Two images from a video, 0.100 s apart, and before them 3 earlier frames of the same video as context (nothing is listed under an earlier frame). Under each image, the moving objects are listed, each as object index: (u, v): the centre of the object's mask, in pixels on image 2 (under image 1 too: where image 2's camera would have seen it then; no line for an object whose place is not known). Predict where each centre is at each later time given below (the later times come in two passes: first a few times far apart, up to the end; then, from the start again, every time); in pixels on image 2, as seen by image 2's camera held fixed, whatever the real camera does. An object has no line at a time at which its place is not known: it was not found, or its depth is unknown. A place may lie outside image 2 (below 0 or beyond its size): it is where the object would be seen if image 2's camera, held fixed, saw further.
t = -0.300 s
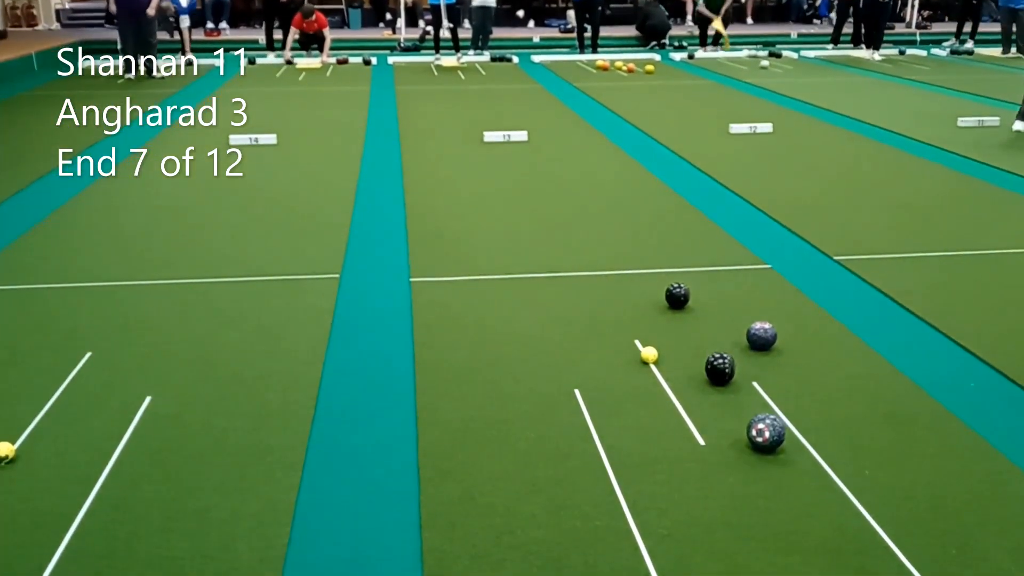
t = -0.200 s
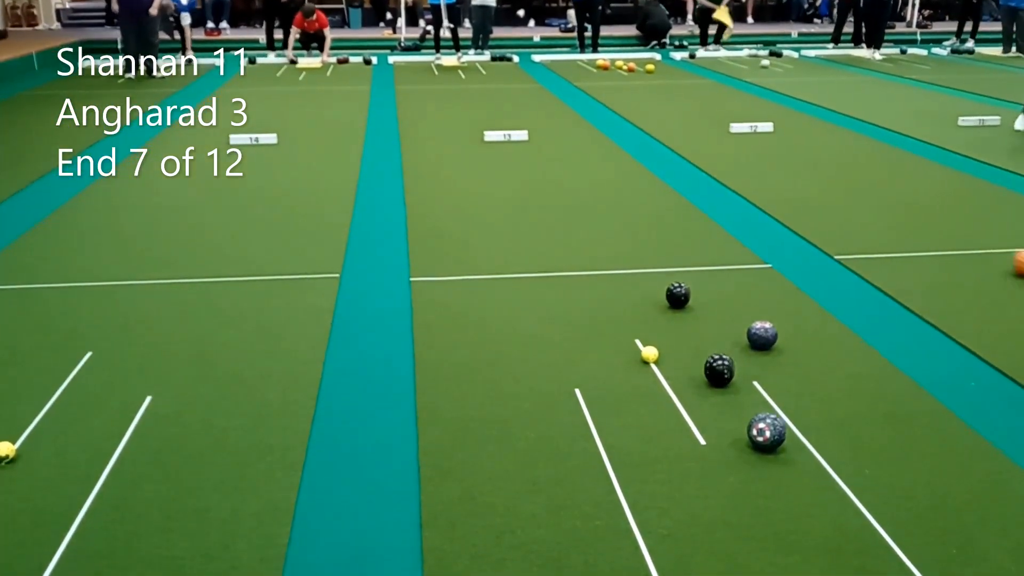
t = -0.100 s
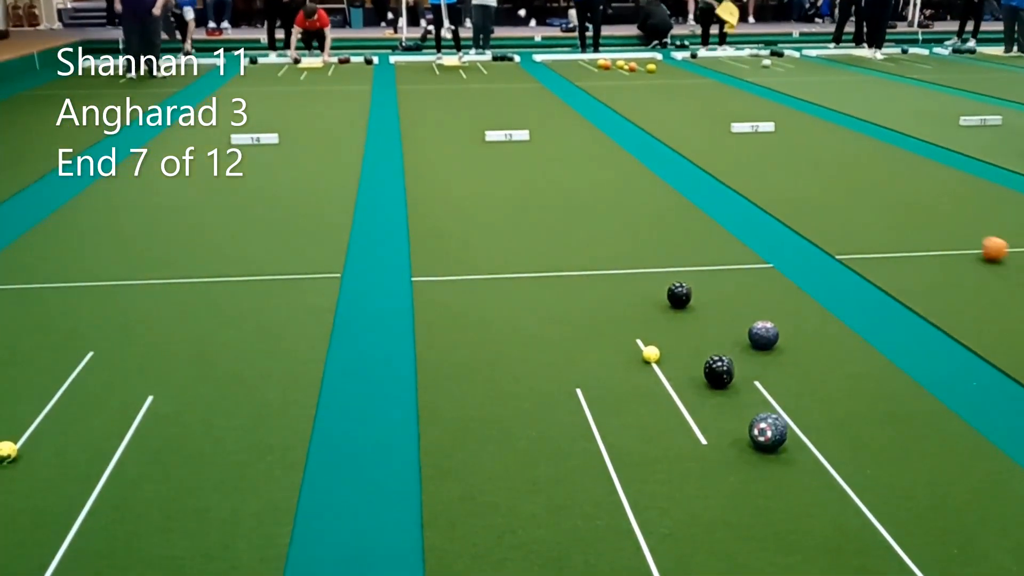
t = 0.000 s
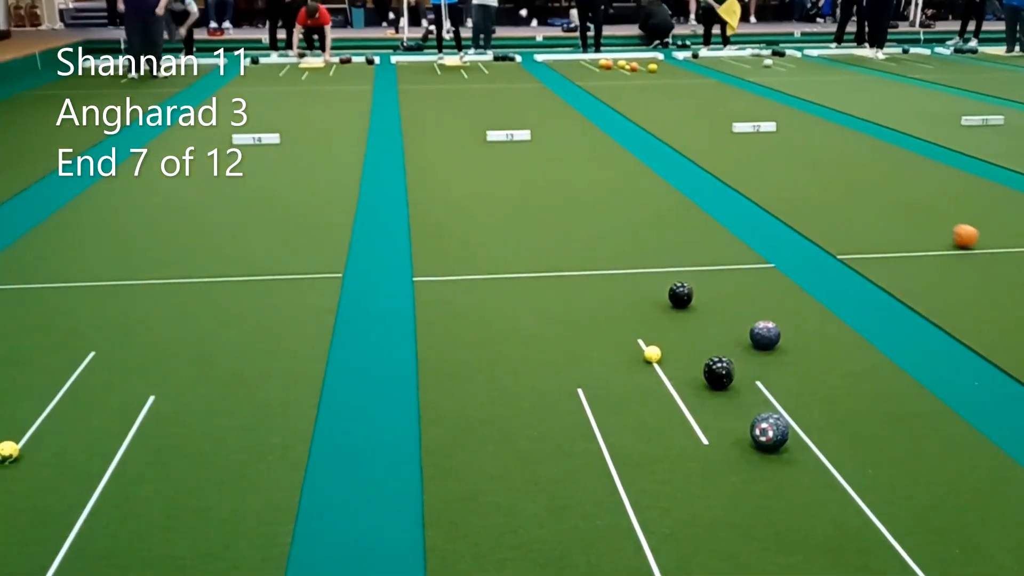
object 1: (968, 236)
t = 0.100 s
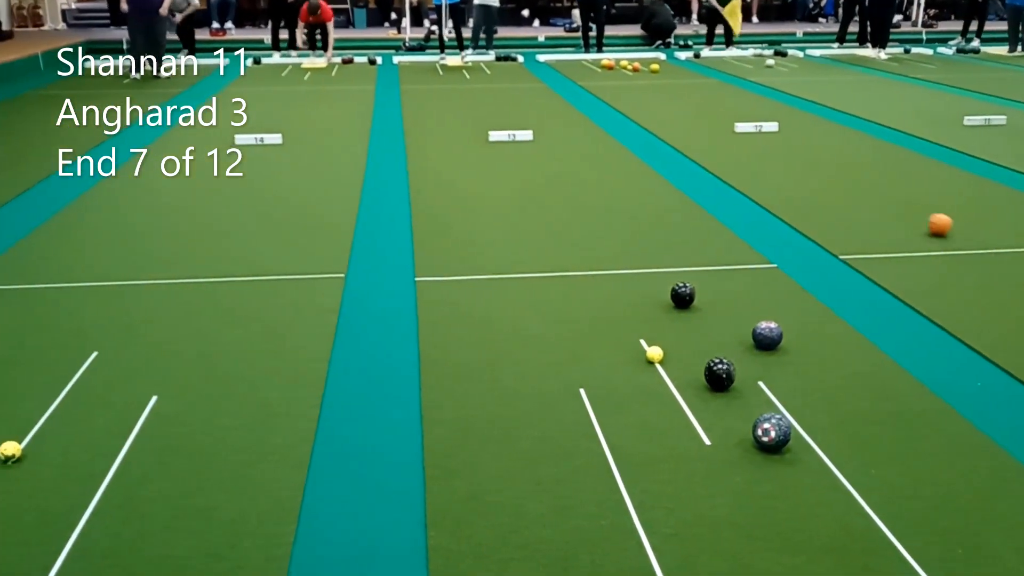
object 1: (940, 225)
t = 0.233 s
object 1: (907, 210)
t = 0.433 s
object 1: (865, 192)
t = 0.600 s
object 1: (836, 179)
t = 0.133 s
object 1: (931, 221)
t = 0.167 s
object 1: (923, 217)
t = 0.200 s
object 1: (915, 214)
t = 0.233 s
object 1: (907, 210)
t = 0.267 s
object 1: (899, 207)
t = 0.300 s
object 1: (892, 204)
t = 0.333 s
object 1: (885, 201)
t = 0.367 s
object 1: (878, 197)
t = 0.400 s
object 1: (872, 195)
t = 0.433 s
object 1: (865, 192)
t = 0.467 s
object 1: (859, 189)
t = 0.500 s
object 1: (853, 187)
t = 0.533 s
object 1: (847, 184)
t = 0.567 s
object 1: (841, 182)
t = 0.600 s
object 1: (836, 179)
